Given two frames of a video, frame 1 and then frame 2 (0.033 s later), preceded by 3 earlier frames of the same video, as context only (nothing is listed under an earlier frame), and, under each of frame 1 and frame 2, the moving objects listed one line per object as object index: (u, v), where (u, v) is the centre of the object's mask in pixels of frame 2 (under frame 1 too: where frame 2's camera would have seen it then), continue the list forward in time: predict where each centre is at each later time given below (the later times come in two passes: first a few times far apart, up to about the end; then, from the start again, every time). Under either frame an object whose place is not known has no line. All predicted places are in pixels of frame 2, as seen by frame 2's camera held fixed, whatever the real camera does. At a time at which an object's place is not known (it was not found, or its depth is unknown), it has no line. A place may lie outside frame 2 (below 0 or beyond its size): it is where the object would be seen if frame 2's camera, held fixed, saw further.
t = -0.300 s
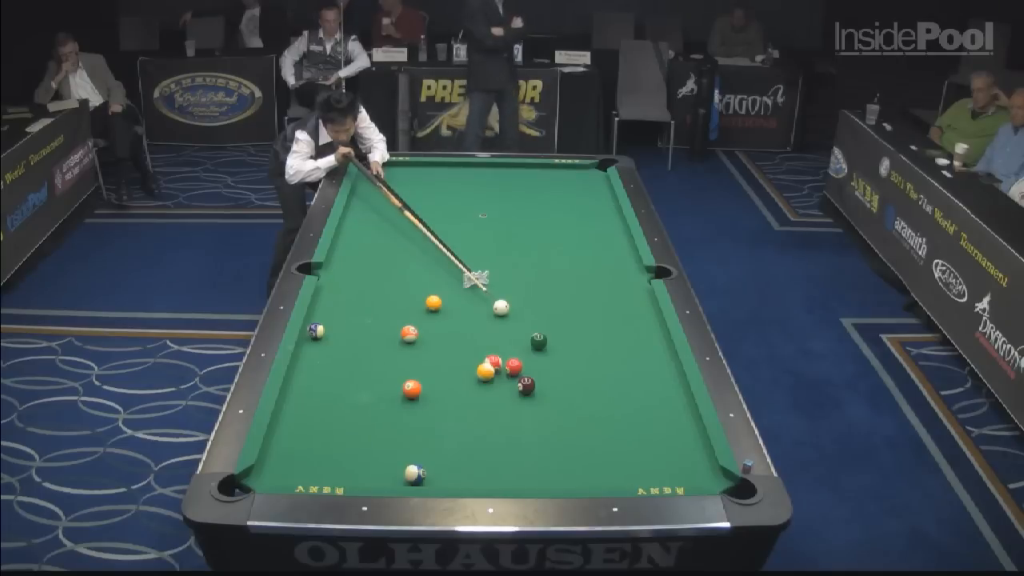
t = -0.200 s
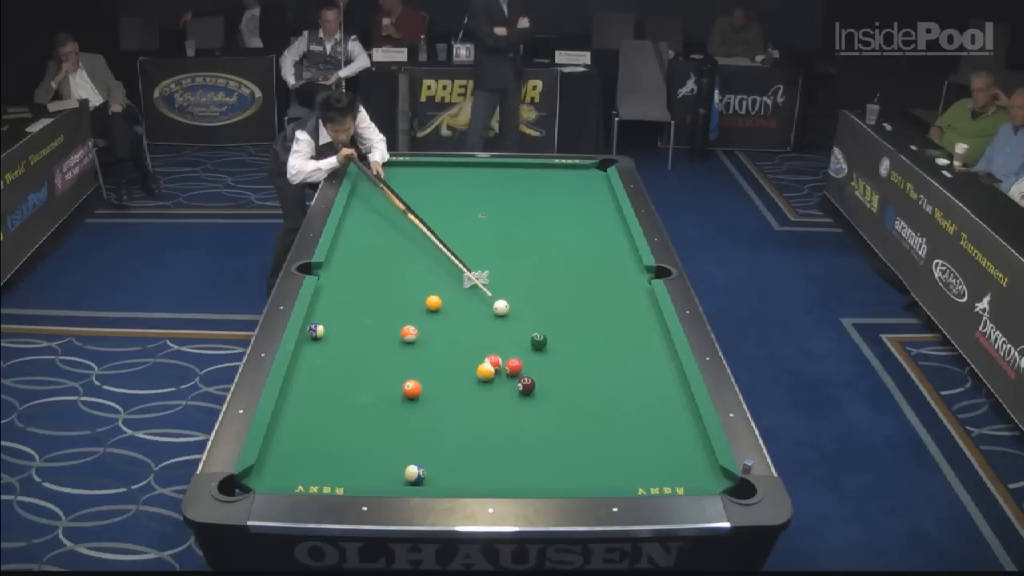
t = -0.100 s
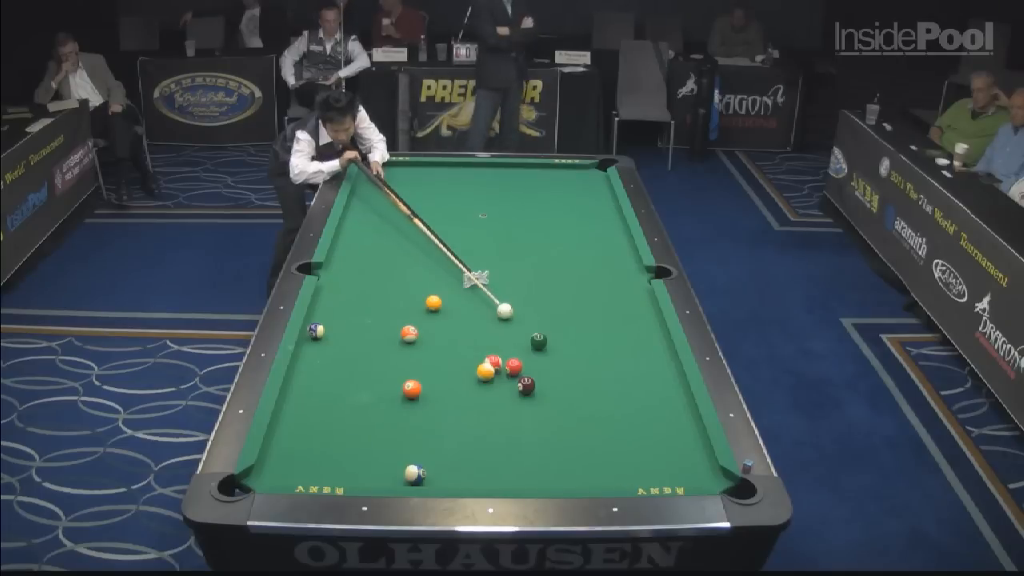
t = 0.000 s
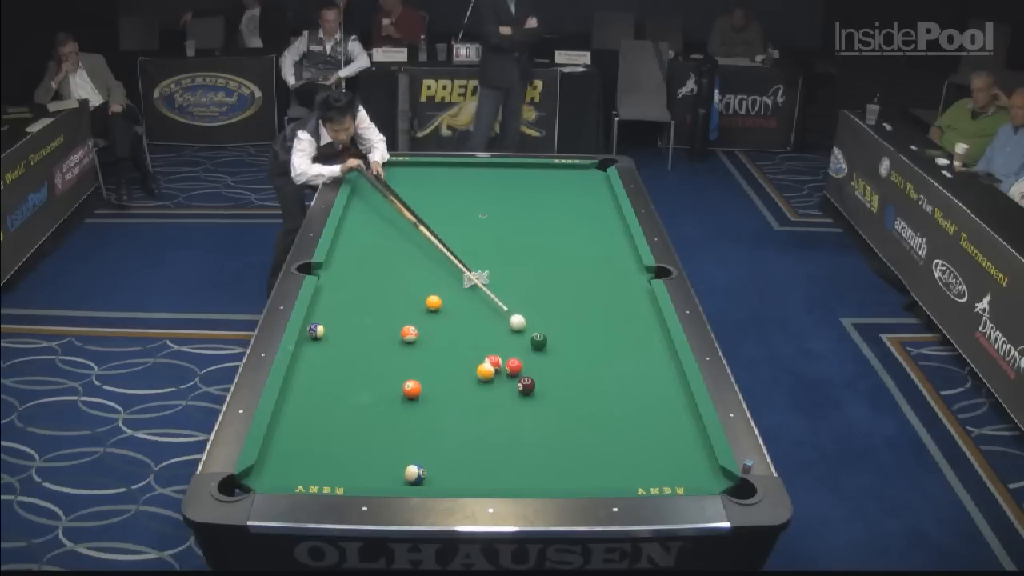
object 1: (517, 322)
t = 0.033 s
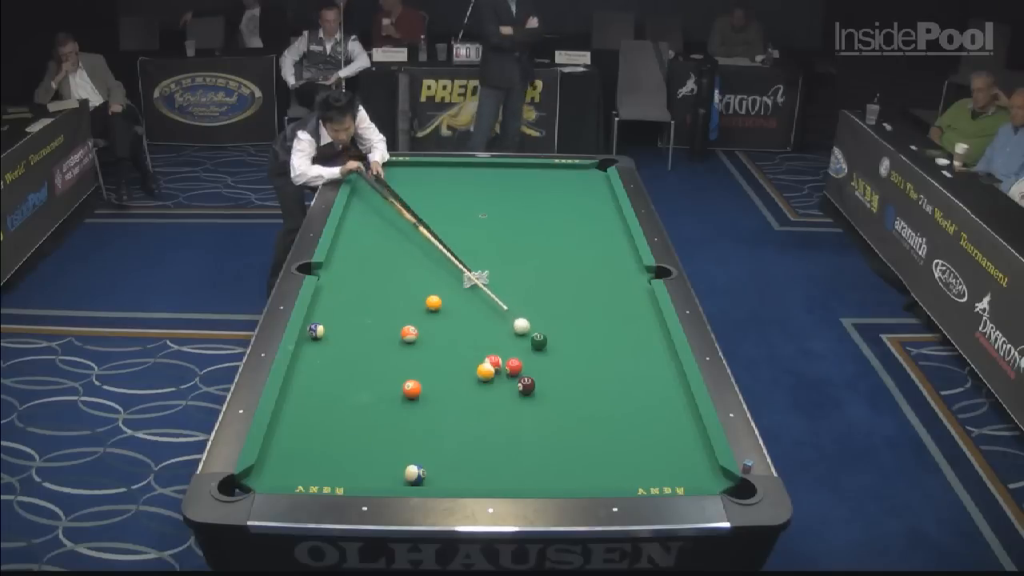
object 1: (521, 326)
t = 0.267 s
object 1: (531, 337)
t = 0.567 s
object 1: (538, 344)
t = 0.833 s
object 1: (543, 350)
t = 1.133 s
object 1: (549, 356)
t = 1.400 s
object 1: (553, 361)
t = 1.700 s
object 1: (557, 365)
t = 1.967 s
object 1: (559, 368)
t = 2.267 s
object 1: (561, 371)
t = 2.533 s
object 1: (562, 372)
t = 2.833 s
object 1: (563, 373)
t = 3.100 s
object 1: (563, 373)
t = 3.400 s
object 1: (563, 373)
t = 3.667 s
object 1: (563, 372)
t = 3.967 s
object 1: (563, 373)
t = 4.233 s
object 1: (563, 372)
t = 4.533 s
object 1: (563, 372)
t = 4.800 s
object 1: (563, 372)
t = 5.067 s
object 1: (563, 372)
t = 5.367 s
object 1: (563, 373)
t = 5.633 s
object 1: (563, 372)
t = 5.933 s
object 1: (563, 372)
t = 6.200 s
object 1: (563, 372)
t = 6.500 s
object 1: (563, 372)
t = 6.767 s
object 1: (563, 372)
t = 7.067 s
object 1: (563, 372)
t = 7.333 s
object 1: (563, 372)
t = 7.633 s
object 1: (563, 372)
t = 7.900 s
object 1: (563, 372)
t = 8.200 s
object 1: (563, 372)
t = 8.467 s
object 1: (563, 372)
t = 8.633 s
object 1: (563, 372)
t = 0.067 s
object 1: (525, 329)
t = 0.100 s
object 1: (529, 333)
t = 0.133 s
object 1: (529, 333)
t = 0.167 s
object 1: (529, 334)
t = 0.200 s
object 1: (530, 335)
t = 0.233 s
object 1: (531, 336)
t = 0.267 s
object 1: (531, 337)
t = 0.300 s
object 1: (533, 338)
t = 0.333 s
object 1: (533, 338)
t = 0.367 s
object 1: (534, 339)
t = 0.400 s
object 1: (534, 340)
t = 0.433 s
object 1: (535, 341)
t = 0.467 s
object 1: (536, 342)
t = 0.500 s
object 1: (537, 343)
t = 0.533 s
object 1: (537, 343)
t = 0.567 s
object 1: (538, 344)
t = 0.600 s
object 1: (539, 345)
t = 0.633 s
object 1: (539, 346)
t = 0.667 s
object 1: (540, 347)
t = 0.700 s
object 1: (541, 347)
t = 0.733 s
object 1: (541, 348)
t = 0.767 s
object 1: (542, 349)
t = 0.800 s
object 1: (543, 350)
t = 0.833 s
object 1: (543, 350)
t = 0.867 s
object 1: (544, 351)
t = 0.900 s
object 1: (545, 352)
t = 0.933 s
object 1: (545, 353)
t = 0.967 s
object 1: (546, 353)
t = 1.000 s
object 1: (546, 354)
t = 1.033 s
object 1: (547, 354)
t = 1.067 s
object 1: (547, 355)
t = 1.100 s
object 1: (548, 356)
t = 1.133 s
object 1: (549, 356)
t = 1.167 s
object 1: (549, 357)
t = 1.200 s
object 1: (550, 358)
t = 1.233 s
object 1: (550, 358)
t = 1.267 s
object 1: (551, 359)
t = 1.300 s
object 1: (551, 360)
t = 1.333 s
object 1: (552, 360)
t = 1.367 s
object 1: (552, 361)
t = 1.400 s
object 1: (553, 361)
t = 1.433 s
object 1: (553, 362)
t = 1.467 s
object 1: (554, 362)
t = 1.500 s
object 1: (554, 363)
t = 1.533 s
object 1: (554, 363)
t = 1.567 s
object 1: (555, 364)
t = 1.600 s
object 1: (555, 364)
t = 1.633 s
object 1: (556, 364)
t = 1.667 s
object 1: (556, 365)
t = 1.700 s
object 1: (557, 365)
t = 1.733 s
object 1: (557, 366)
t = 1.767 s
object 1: (557, 366)
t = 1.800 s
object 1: (558, 367)
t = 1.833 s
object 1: (558, 367)
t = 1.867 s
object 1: (558, 367)
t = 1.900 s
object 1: (558, 368)
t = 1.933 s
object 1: (558, 368)
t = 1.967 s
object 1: (559, 368)
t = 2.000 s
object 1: (559, 369)
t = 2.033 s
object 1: (559, 369)
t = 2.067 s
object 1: (559, 369)
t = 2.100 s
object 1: (560, 370)
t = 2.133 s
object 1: (560, 370)
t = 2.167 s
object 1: (560, 370)
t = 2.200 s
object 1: (560, 370)
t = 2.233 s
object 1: (560, 370)
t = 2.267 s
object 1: (561, 371)
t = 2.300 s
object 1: (561, 371)
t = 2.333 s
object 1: (561, 371)
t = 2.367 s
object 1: (561, 371)
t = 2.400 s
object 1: (562, 371)
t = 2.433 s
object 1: (562, 372)
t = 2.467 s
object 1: (562, 372)
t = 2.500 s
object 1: (562, 372)
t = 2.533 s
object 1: (562, 372)
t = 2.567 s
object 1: (562, 372)
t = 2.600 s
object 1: (562, 372)
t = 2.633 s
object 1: (562, 372)
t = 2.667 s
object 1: (563, 372)
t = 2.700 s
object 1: (563, 372)
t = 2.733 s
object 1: (563, 372)
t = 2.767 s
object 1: (563, 373)
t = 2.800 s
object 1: (563, 372)
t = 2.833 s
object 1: (563, 373)
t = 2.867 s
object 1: (563, 373)
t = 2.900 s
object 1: (563, 373)
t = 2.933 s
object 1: (563, 373)
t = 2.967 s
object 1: (563, 373)
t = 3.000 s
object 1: (563, 373)
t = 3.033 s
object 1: (563, 373)
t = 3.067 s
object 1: (563, 373)
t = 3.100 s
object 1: (563, 373)
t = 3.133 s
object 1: (563, 372)
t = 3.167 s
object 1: (563, 373)
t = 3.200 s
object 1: (563, 373)
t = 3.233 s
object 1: (563, 372)
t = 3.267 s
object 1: (563, 372)
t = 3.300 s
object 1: (563, 373)
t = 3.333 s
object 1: (563, 373)
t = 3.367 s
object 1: (563, 372)
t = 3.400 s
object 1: (563, 373)
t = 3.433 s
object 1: (563, 372)
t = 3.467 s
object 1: (563, 373)
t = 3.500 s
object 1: (563, 373)
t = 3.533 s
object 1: (563, 372)
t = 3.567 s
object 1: (563, 373)
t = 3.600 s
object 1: (563, 373)
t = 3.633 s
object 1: (563, 373)
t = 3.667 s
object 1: (563, 372)
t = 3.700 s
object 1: (563, 372)
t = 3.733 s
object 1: (563, 373)
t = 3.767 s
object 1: (563, 372)
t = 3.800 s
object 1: (563, 373)
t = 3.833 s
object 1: (563, 372)
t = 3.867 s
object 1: (563, 372)
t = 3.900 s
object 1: (563, 373)
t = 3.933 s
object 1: (563, 372)
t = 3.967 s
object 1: (563, 373)
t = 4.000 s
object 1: (563, 372)
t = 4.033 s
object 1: (563, 373)
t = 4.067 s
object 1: (563, 373)
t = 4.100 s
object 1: (563, 372)
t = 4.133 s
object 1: (563, 373)
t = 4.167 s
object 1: (563, 372)
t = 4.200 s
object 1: (563, 372)
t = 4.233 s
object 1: (563, 372)
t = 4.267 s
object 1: (563, 372)
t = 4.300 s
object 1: (563, 372)
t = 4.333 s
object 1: (563, 372)
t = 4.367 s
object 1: (563, 372)
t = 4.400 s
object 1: (563, 372)
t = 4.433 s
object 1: (563, 372)
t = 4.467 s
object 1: (563, 372)
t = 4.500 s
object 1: (563, 372)
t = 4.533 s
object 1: (563, 372)
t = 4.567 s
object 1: (563, 372)
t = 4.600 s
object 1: (563, 372)
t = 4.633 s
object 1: (563, 372)
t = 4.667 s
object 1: (563, 372)
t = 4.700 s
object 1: (563, 372)
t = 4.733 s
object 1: (563, 372)
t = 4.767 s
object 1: (563, 372)
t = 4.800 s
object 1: (563, 372)
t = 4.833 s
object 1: (563, 372)
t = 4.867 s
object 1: (563, 372)
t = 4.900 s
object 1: (563, 372)
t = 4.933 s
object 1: (563, 372)
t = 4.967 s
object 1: (563, 372)
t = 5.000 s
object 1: (563, 372)
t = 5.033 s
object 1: (563, 372)
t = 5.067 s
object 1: (563, 372)
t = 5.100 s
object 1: (563, 372)
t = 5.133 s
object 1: (563, 372)
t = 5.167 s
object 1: (563, 373)
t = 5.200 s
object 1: (563, 373)
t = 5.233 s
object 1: (563, 373)
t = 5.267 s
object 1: (563, 372)
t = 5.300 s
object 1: (563, 373)
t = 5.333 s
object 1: (563, 373)
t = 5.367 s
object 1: (563, 373)
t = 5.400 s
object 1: (563, 372)
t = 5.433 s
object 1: (563, 372)
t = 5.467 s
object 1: (563, 372)
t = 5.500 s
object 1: (563, 372)
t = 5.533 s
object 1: (563, 372)
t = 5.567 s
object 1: (563, 372)
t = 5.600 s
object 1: (563, 372)
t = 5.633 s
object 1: (563, 372)
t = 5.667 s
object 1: (563, 372)
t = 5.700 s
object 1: (563, 372)
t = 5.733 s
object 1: (563, 372)
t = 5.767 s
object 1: (563, 372)
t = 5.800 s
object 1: (563, 372)
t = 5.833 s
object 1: (563, 372)
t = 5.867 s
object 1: (563, 372)
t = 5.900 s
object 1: (563, 372)
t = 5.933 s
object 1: (563, 372)
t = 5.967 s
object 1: (563, 372)
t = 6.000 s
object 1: (563, 372)
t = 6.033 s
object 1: (563, 372)
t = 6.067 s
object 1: (563, 372)
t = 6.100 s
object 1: (563, 372)
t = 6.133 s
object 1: (563, 372)
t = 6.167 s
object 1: (563, 372)
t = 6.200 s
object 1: (563, 372)
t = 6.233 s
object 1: (563, 372)
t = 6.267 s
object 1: (563, 372)
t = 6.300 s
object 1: (563, 372)
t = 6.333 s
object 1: (563, 372)
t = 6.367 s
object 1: (563, 372)
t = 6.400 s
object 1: (563, 372)
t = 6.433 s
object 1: (563, 372)
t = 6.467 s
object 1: (563, 372)
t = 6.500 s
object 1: (563, 372)
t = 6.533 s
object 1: (563, 372)
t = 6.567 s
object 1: (563, 372)
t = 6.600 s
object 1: (563, 372)
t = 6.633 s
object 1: (563, 372)
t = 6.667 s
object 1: (563, 372)
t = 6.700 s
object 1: (563, 372)
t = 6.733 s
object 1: (563, 372)
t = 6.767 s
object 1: (563, 372)
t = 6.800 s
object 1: (563, 372)
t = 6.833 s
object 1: (563, 372)
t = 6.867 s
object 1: (563, 372)
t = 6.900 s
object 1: (563, 372)
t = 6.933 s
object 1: (563, 372)
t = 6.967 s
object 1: (563, 372)
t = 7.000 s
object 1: (563, 372)
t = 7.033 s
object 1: (563, 372)
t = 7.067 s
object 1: (563, 372)
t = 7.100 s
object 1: (563, 372)
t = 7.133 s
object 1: (563, 372)
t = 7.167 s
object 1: (563, 372)
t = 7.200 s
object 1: (563, 372)
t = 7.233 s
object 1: (563, 372)
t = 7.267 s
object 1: (563, 372)
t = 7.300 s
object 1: (563, 372)
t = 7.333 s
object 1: (563, 372)
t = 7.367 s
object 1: (563, 372)
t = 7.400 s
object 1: (563, 372)
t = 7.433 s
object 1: (563, 372)
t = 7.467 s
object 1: (563, 372)
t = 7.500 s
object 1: (563, 372)
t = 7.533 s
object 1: (563, 372)
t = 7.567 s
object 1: (563, 372)
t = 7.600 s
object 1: (563, 372)
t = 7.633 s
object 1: (563, 372)
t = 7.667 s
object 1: (563, 372)
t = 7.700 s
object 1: (563, 372)
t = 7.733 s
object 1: (563, 372)
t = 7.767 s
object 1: (563, 372)
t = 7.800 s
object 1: (563, 372)
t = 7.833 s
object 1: (563, 372)
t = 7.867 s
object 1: (563, 372)
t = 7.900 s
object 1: (563, 372)
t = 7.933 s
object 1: (563, 372)
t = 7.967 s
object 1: (563, 372)
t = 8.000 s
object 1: (563, 372)
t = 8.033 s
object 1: (563, 372)
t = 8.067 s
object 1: (563, 372)
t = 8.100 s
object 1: (563, 372)
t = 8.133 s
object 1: (563, 372)
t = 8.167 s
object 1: (563, 372)
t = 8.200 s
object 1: (563, 372)
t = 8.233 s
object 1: (563, 372)
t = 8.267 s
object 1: (563, 372)
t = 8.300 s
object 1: (563, 372)
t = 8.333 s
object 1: (563, 372)
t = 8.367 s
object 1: (563, 372)
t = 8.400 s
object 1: (563, 372)
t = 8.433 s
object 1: (563, 372)
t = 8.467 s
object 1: (563, 372)
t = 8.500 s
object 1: (563, 372)
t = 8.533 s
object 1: (563, 372)
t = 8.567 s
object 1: (563, 372)
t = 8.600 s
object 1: (563, 372)
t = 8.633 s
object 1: (563, 372)
